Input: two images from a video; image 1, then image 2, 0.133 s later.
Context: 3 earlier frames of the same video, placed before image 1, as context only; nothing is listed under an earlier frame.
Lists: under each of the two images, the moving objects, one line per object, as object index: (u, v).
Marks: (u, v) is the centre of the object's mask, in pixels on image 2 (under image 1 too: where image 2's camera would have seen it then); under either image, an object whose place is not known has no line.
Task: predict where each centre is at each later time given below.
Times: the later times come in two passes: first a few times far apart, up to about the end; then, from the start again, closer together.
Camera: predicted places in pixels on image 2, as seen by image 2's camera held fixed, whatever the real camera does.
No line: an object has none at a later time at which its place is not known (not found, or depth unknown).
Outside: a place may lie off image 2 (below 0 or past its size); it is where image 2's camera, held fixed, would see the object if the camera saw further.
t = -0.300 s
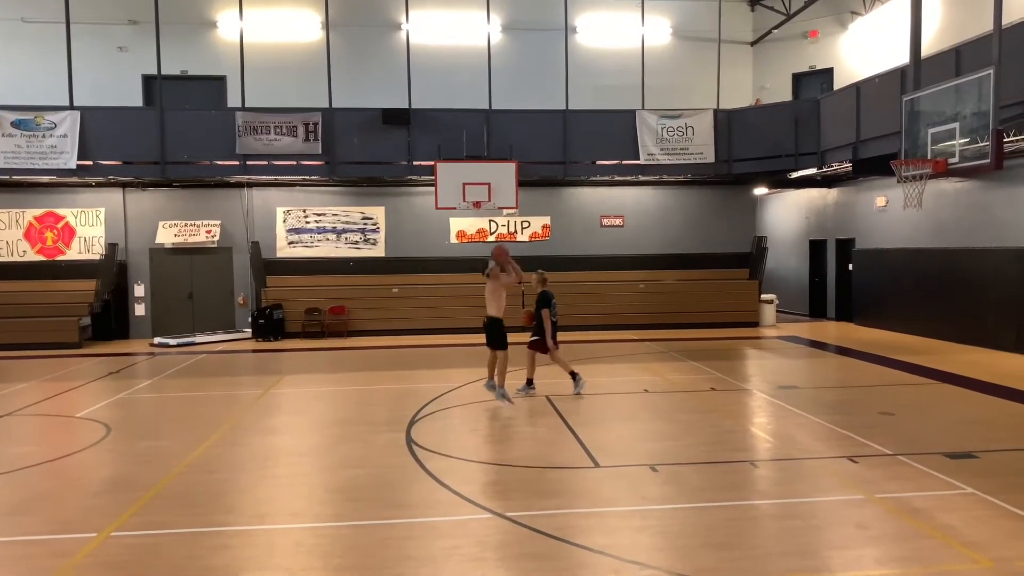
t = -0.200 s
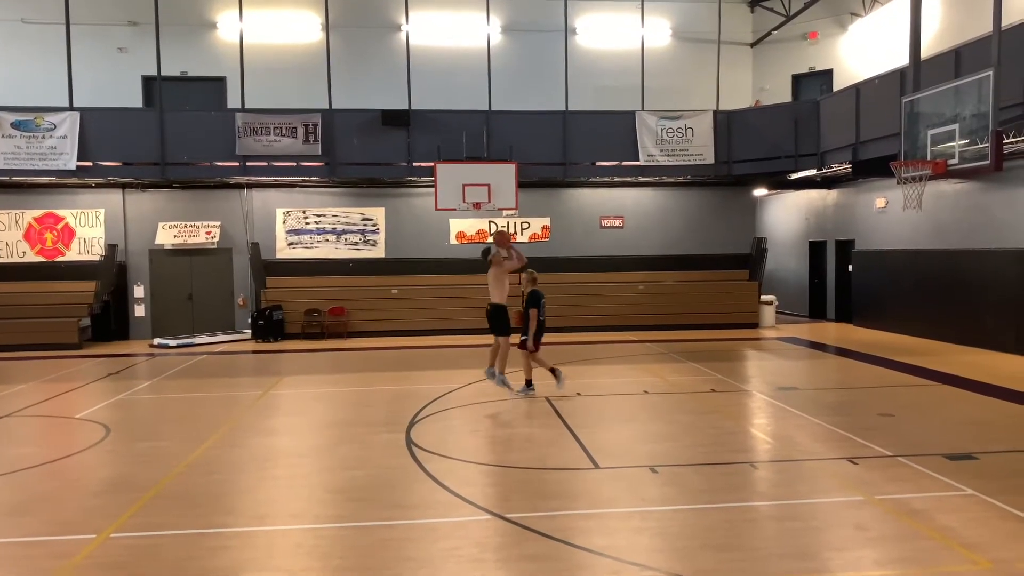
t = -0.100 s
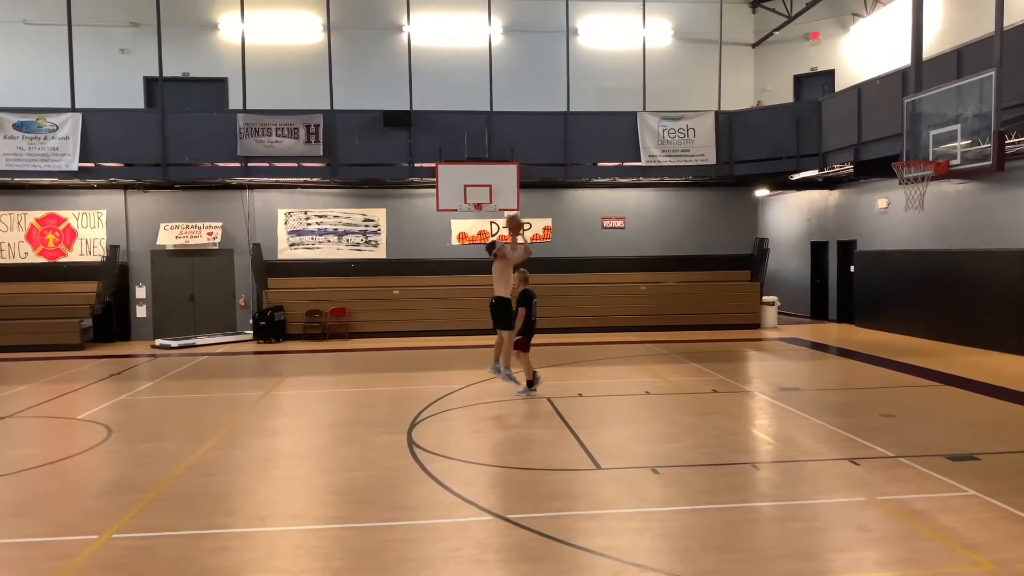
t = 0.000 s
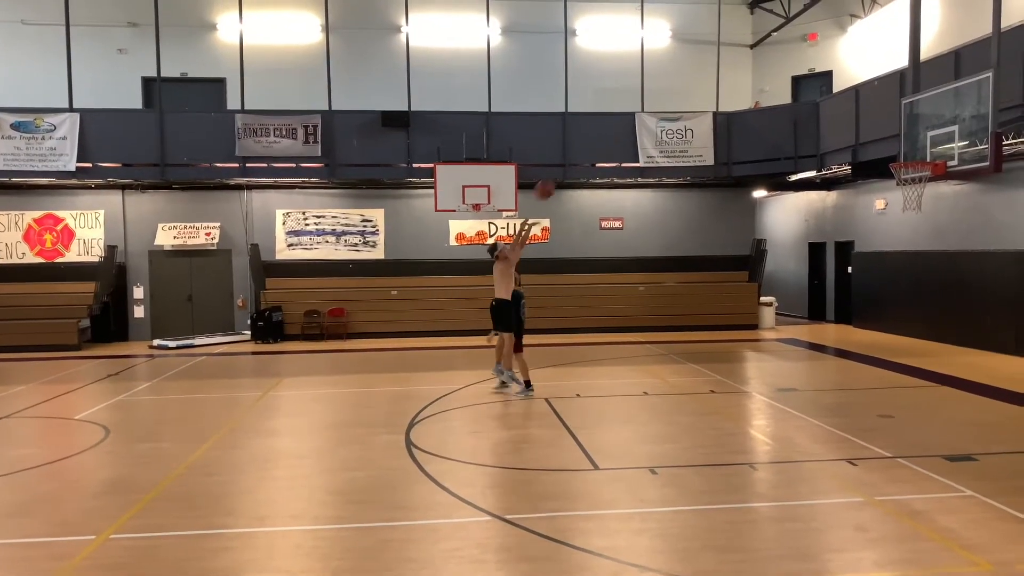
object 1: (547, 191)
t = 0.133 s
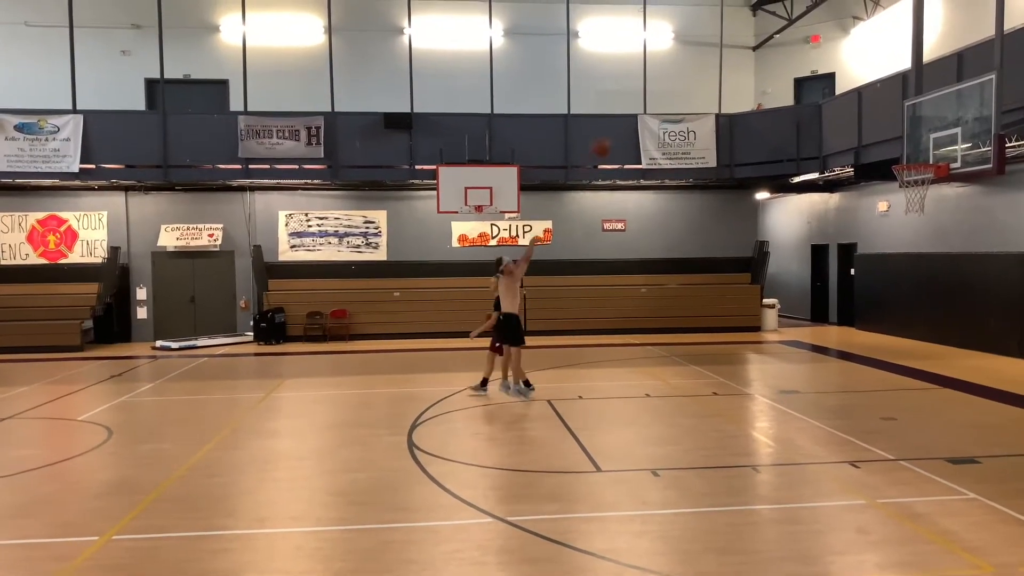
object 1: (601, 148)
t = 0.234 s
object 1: (641, 124)
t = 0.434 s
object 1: (725, 98)
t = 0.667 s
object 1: (824, 109)
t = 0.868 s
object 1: (908, 156)
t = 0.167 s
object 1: (614, 140)
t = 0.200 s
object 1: (629, 131)
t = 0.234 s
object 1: (641, 124)
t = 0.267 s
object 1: (656, 117)
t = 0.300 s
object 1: (669, 112)
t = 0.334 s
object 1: (684, 107)
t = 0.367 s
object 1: (697, 103)
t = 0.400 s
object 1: (711, 101)
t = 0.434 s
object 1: (725, 98)
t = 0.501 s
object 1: (753, 97)
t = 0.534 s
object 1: (766, 98)
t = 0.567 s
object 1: (781, 99)
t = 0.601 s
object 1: (796, 101)
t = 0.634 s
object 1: (810, 106)
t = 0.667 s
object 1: (824, 109)
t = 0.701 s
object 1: (837, 115)
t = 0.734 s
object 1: (852, 122)
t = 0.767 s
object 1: (865, 129)
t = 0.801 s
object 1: (880, 136)
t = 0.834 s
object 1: (894, 146)
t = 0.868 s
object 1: (908, 156)
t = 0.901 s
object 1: (922, 162)
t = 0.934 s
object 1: (937, 172)
